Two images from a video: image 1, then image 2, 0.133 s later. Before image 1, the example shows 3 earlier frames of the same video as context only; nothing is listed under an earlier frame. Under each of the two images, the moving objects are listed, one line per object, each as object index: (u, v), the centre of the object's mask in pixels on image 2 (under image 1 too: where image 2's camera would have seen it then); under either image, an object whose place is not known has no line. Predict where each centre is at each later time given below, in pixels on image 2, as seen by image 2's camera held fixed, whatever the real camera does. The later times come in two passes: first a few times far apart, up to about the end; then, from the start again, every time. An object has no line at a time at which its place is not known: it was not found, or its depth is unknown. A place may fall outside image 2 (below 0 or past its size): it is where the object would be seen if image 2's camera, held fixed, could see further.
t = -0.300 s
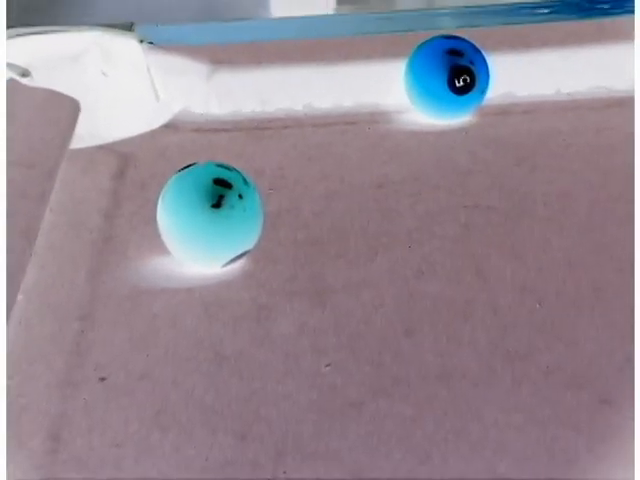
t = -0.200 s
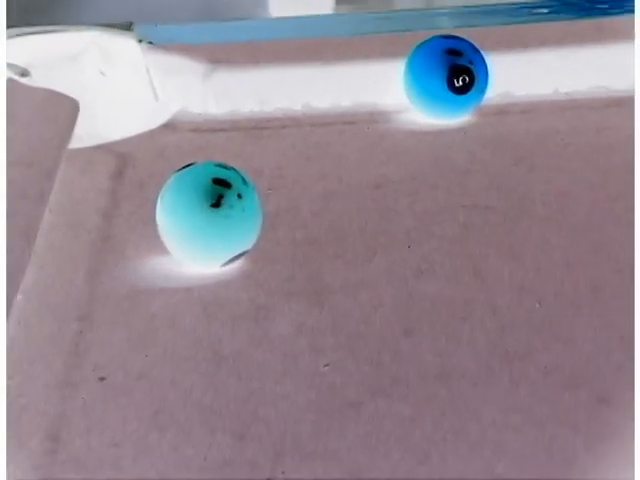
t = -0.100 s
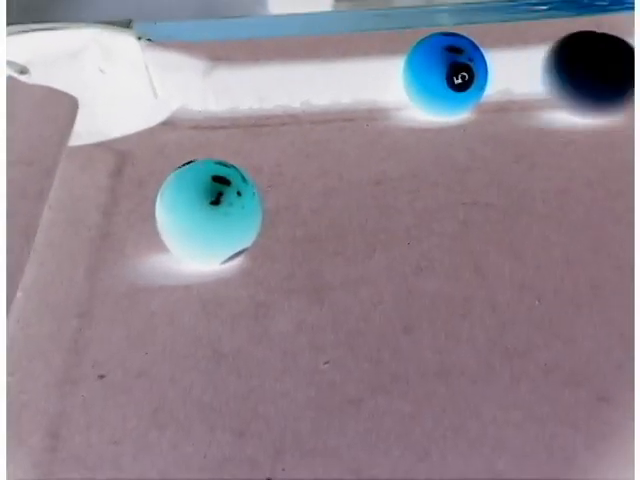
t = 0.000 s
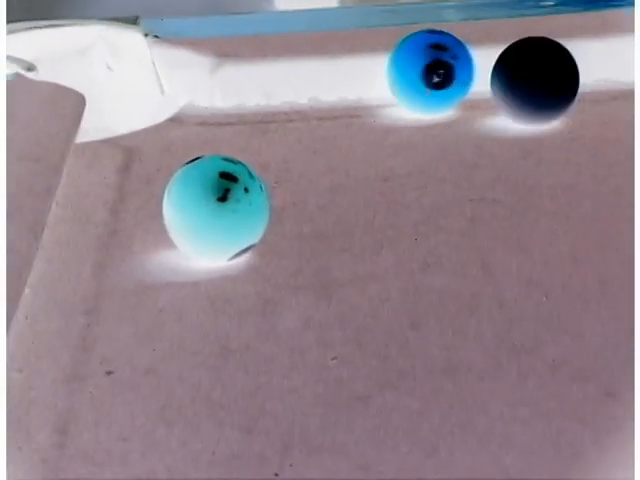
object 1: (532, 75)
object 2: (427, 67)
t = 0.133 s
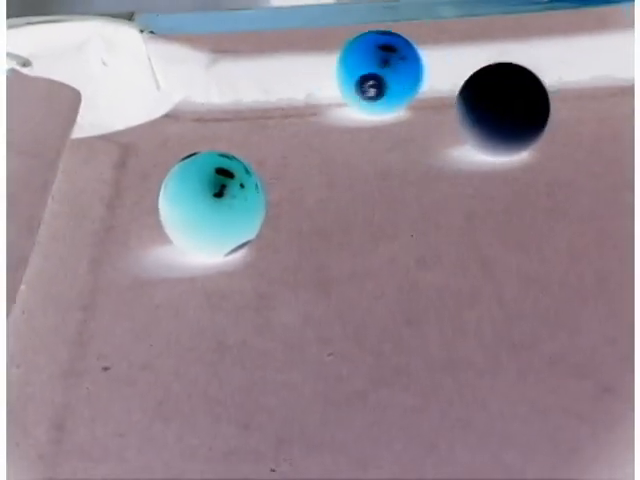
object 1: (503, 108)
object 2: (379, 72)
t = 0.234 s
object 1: (476, 132)
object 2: (346, 75)
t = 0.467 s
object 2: (272, 81)
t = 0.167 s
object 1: (494, 116)
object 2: (368, 73)
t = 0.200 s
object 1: (486, 124)
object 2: (357, 74)
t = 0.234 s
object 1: (476, 132)
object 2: (346, 75)
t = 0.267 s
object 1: (466, 140)
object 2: (335, 77)
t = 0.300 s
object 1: (455, 148)
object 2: (324, 77)
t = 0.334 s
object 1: (445, 157)
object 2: (313, 77)
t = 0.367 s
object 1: (435, 165)
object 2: (302, 79)
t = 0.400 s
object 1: (424, 174)
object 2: (292, 80)
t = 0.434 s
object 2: (282, 81)
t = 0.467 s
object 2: (272, 81)
